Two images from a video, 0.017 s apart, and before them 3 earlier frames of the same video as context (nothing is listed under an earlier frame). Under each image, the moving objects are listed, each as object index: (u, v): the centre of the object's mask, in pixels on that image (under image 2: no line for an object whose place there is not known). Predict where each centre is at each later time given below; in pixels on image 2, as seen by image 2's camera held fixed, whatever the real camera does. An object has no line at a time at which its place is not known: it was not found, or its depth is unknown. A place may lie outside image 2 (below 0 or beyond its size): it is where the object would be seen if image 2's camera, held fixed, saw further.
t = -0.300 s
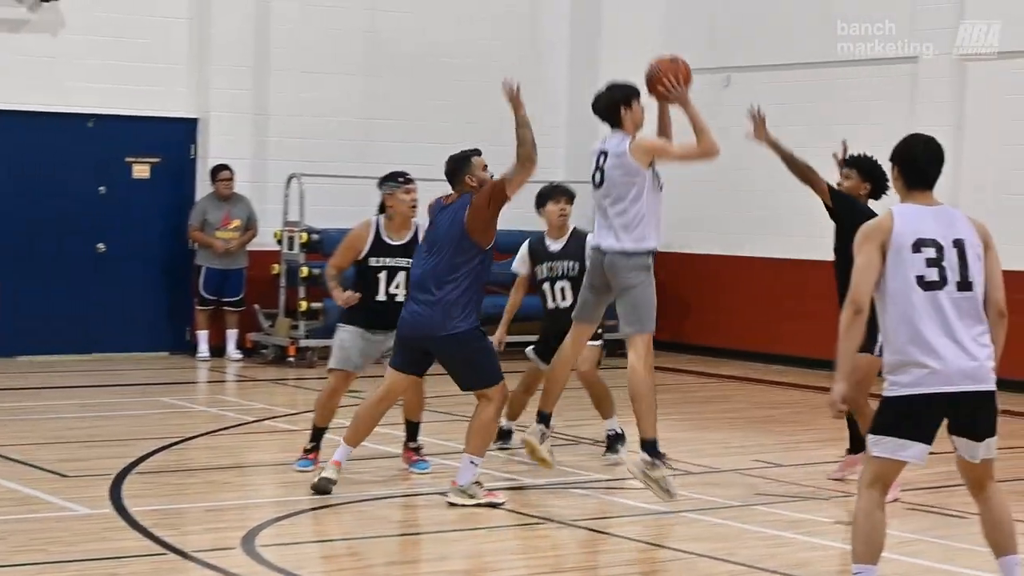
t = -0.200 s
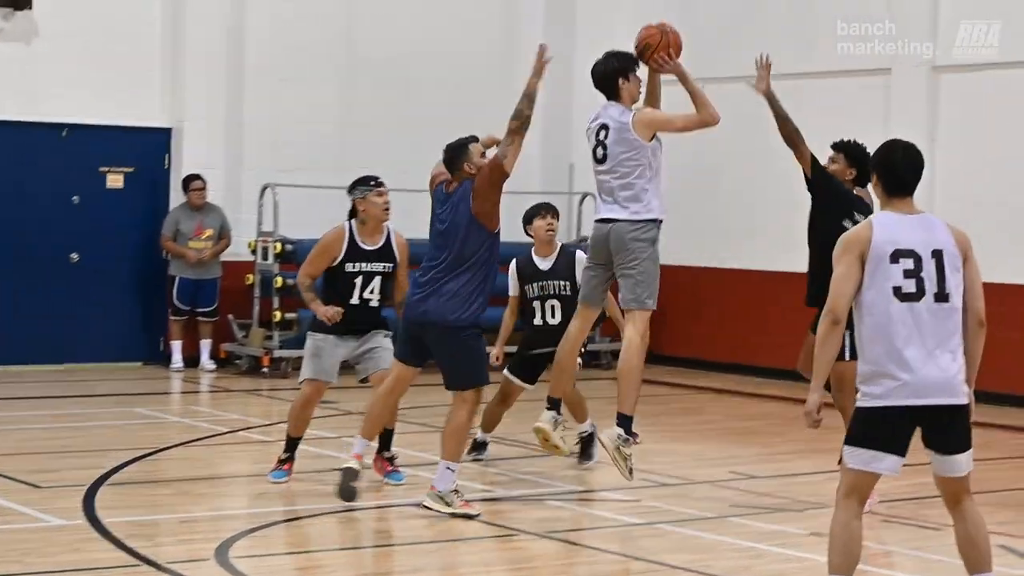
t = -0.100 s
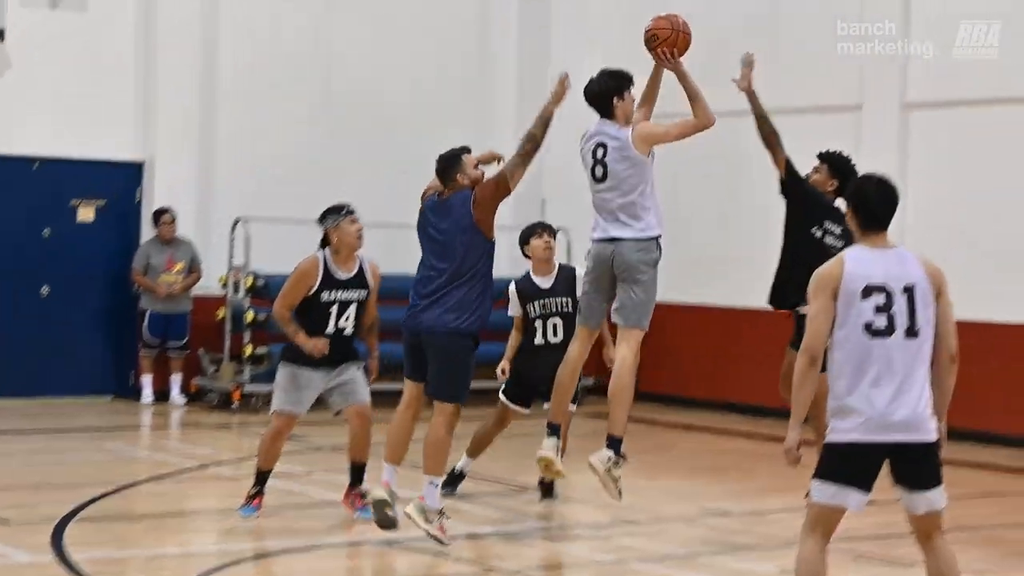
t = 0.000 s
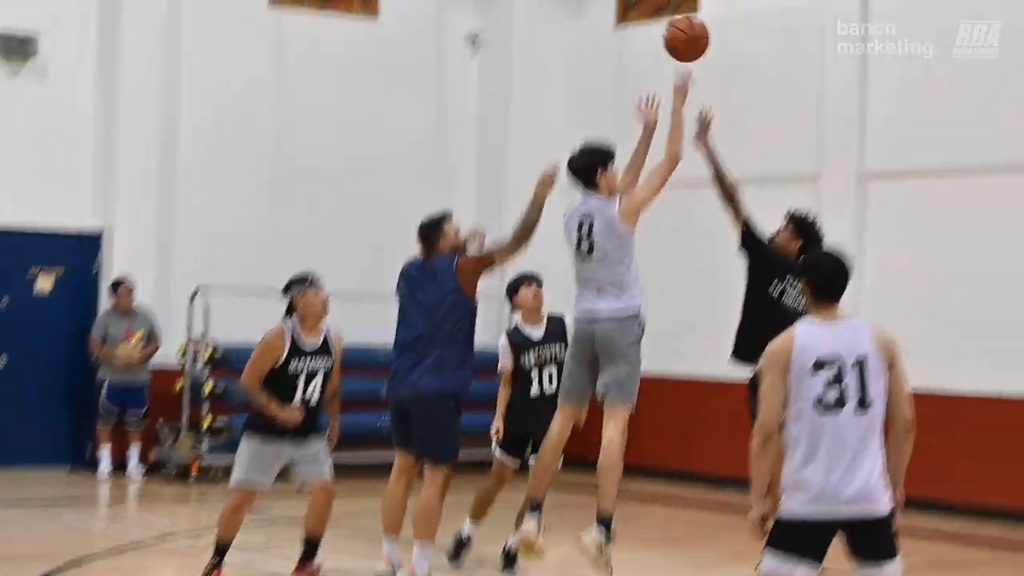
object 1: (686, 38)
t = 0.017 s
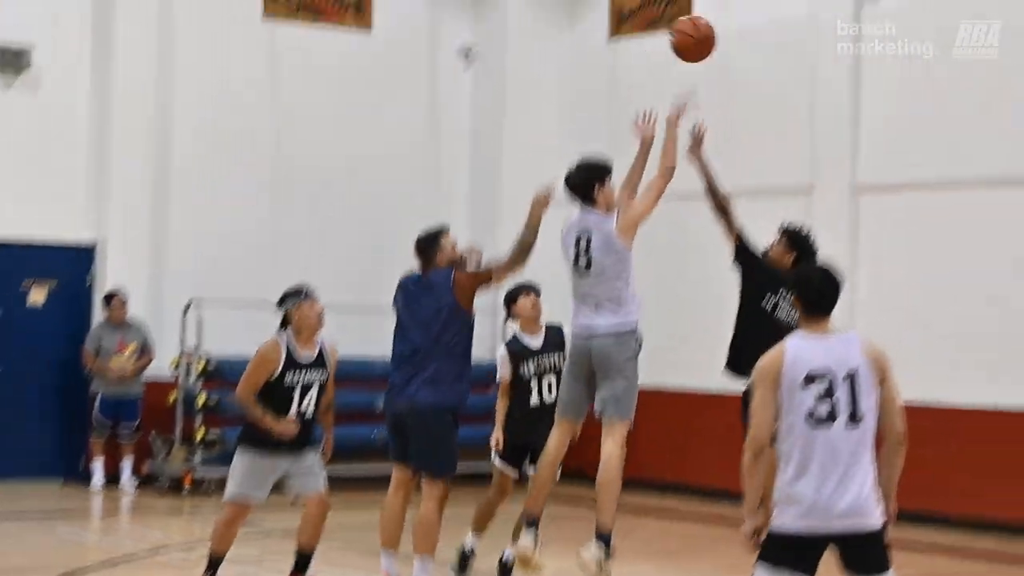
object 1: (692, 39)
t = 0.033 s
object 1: (704, 25)
